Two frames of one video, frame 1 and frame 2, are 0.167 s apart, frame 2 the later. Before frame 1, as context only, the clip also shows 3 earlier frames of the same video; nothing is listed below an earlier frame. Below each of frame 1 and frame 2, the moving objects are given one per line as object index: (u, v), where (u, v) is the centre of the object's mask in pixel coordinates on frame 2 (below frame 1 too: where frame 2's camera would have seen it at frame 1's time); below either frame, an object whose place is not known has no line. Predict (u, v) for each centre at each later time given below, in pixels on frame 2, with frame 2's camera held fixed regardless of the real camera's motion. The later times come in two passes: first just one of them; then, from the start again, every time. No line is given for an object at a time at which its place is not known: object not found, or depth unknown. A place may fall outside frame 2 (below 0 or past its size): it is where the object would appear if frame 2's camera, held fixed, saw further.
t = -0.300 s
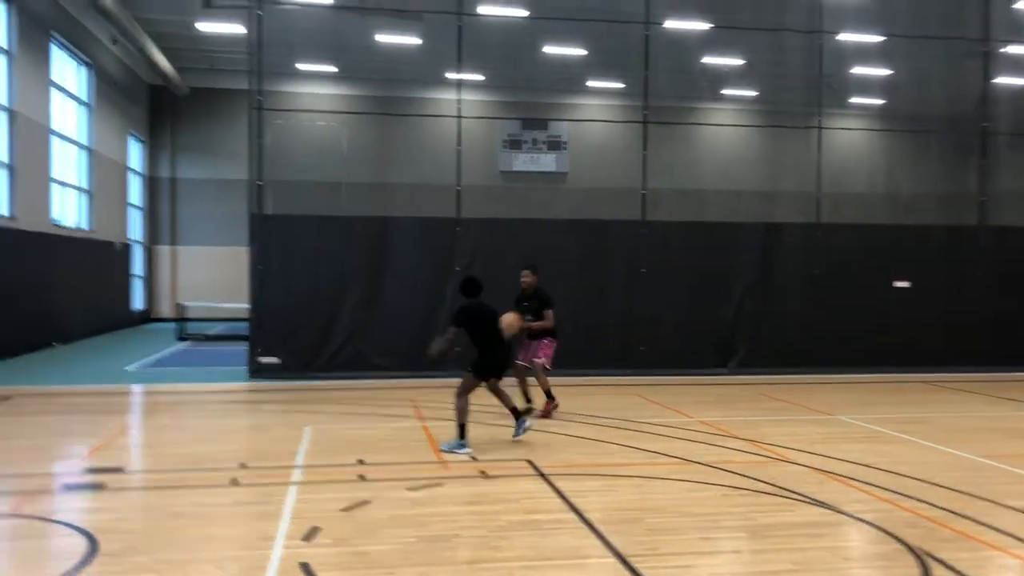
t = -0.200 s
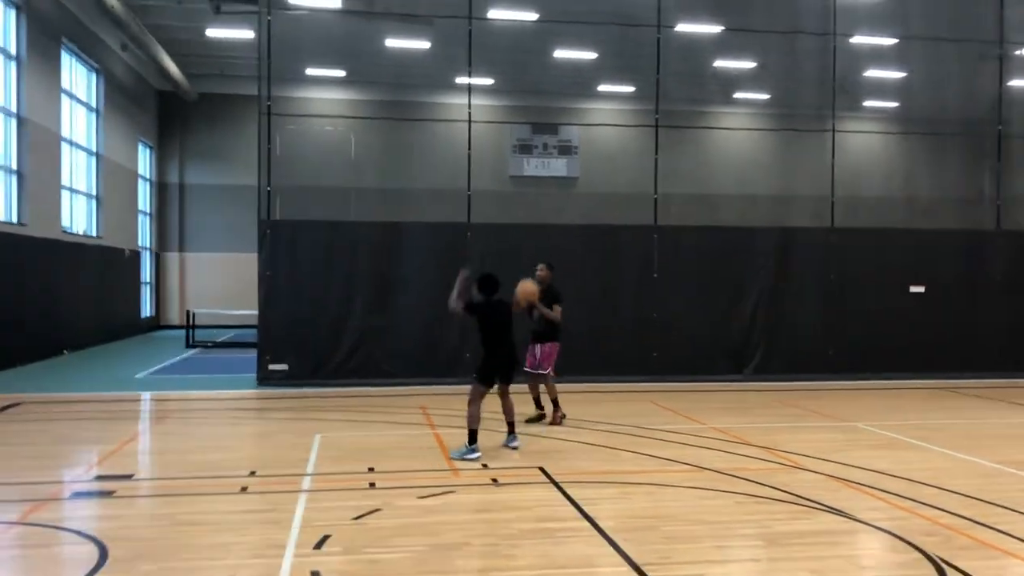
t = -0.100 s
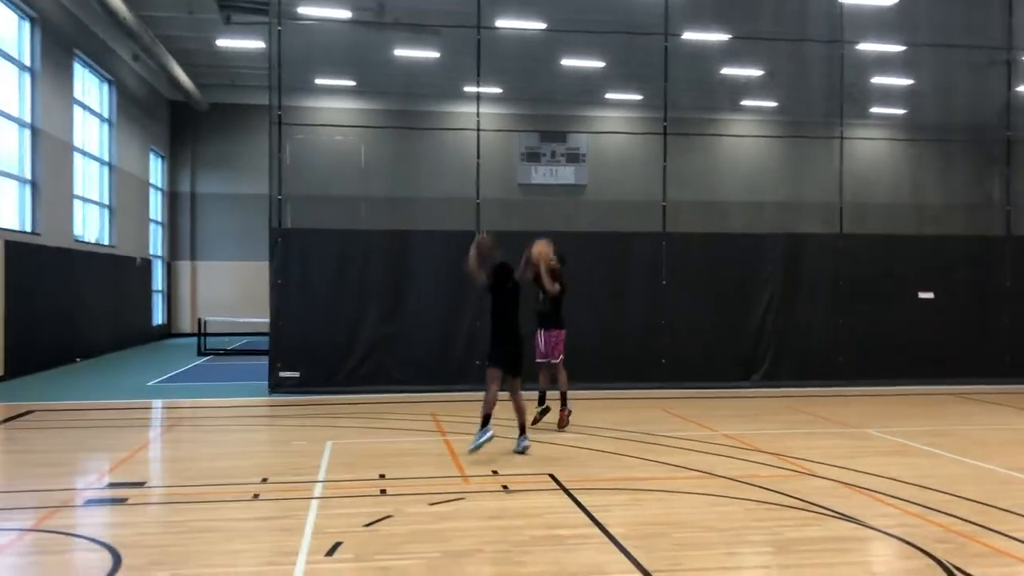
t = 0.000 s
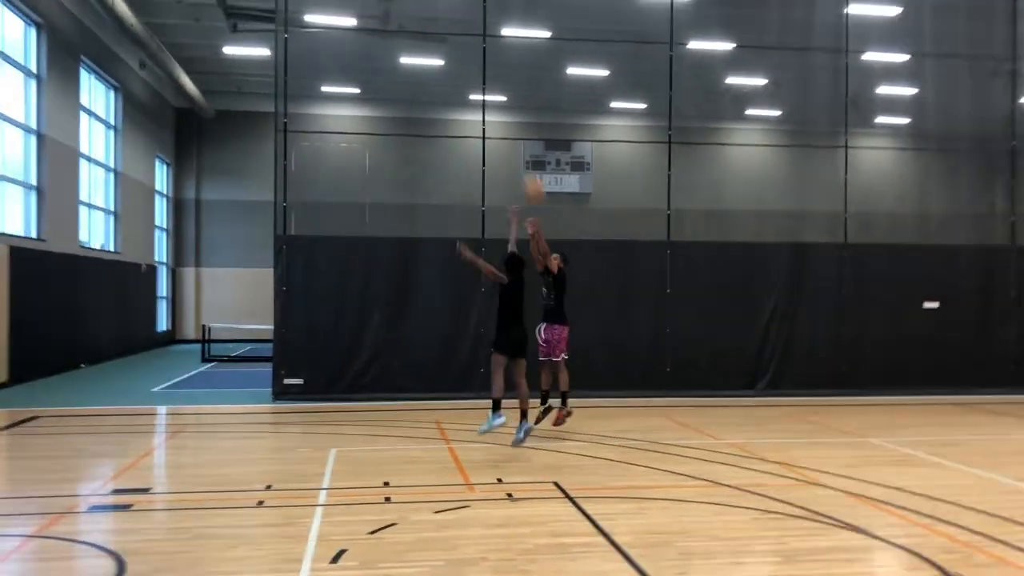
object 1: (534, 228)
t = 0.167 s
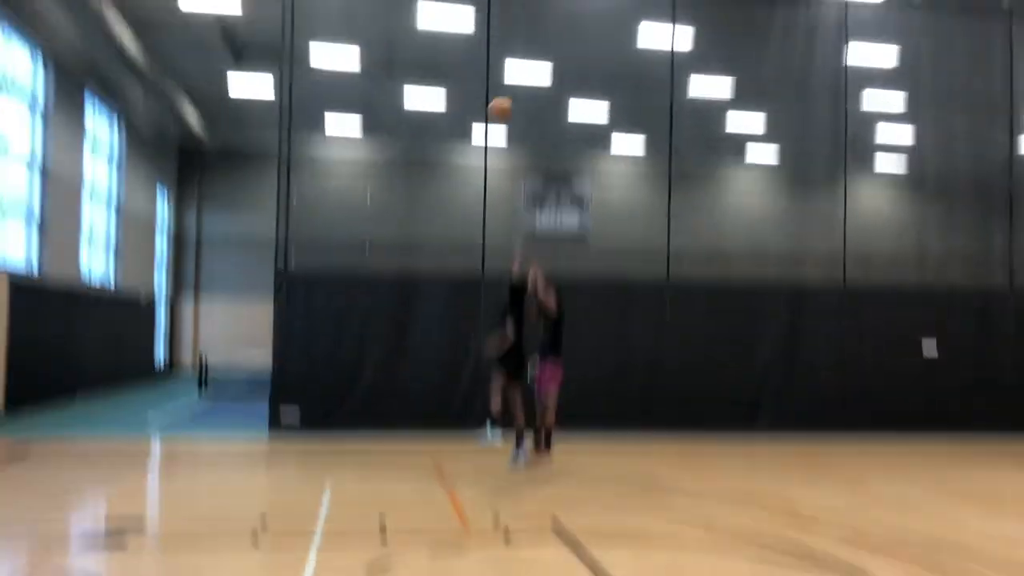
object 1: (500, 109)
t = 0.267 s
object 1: (481, 44)
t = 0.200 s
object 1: (492, 87)
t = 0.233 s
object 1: (486, 63)
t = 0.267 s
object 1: (481, 44)
